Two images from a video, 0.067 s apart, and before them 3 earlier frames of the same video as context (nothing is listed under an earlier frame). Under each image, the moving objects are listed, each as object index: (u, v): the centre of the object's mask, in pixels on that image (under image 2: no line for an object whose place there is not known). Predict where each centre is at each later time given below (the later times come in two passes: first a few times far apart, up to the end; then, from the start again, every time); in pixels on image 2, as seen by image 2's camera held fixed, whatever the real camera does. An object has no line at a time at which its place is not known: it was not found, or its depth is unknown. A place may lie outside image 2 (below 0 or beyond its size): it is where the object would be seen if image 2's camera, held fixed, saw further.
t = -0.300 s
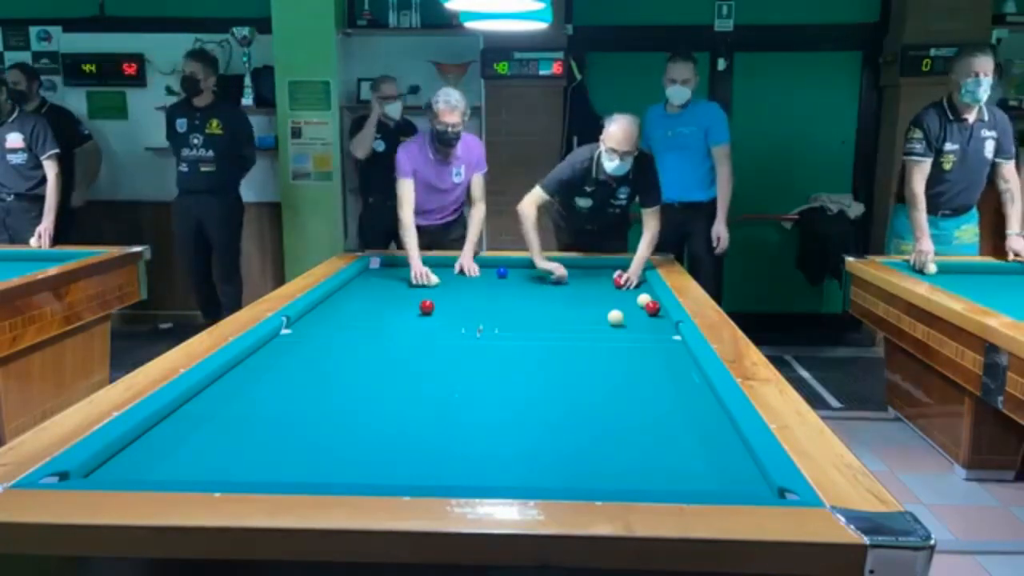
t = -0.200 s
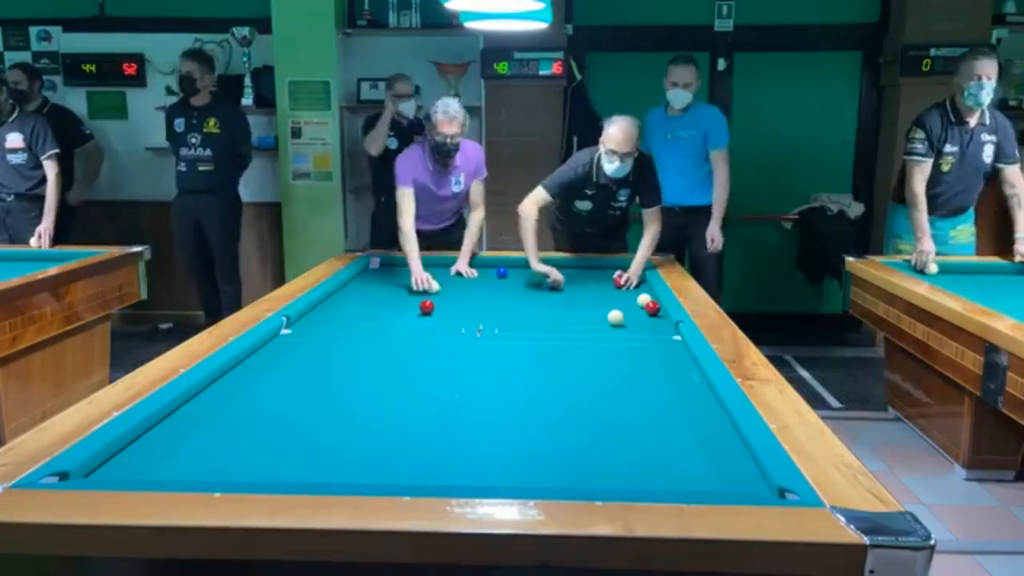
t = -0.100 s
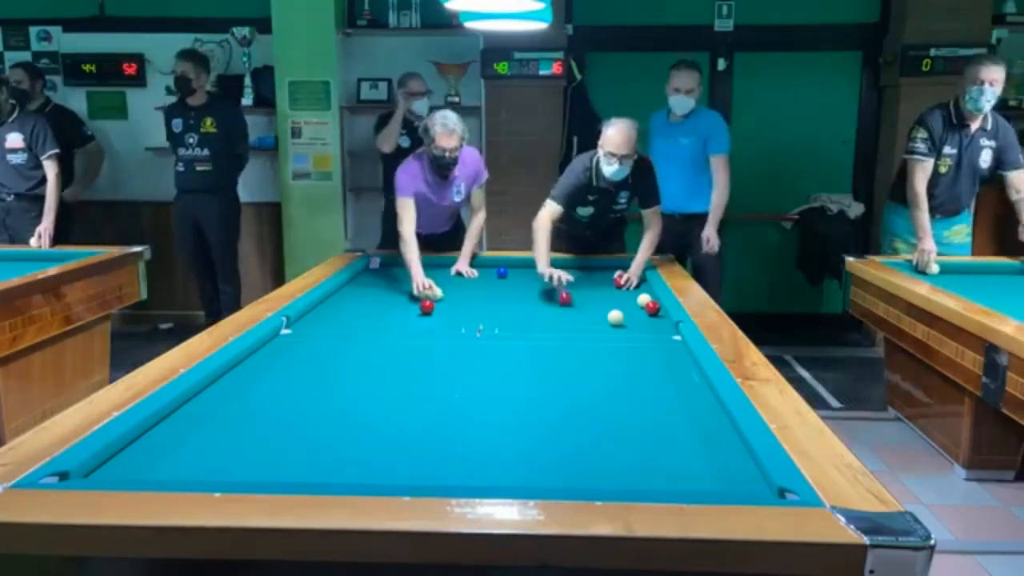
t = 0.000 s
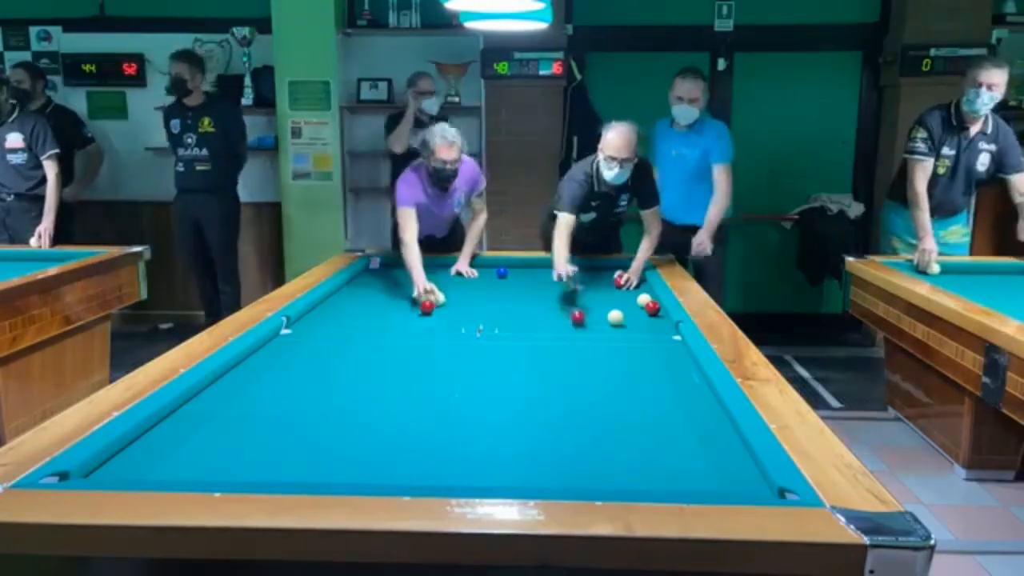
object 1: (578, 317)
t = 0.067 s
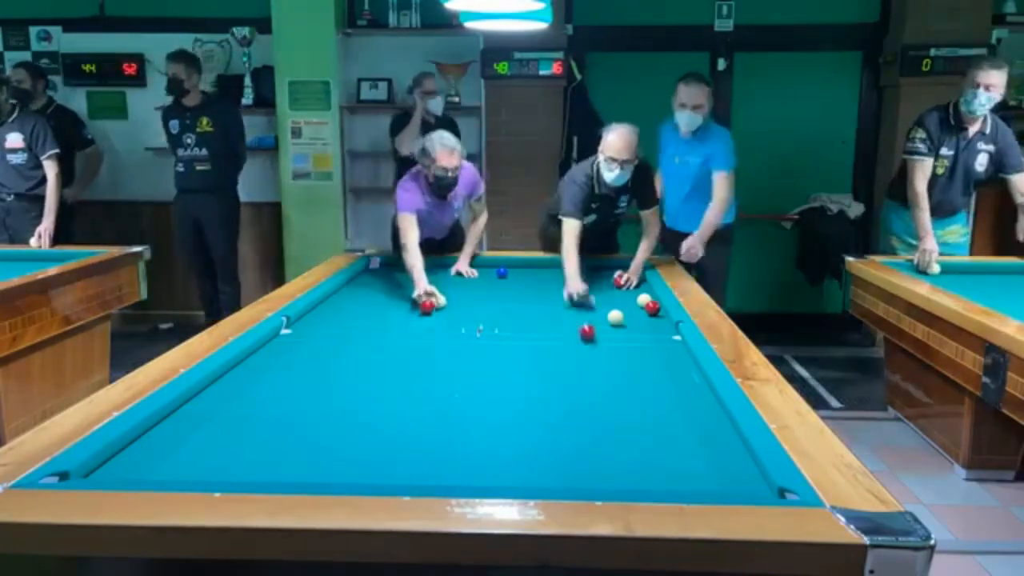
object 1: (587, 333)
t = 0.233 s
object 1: (618, 378)
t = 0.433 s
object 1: (675, 461)
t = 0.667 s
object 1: (683, 427)
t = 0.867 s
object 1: (673, 379)
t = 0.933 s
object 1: (671, 367)
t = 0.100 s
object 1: (592, 341)
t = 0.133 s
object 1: (598, 349)
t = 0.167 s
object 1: (604, 358)
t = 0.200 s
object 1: (611, 368)
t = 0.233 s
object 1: (618, 378)
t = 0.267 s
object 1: (626, 390)
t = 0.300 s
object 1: (634, 402)
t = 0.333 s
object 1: (643, 414)
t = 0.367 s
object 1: (653, 428)
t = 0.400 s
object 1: (663, 445)
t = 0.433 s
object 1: (675, 461)
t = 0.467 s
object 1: (687, 478)
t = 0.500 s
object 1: (699, 487)
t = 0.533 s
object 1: (696, 479)
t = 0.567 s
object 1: (692, 465)
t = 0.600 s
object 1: (689, 451)
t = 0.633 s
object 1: (686, 439)
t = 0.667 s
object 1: (683, 427)
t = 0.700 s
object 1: (681, 418)
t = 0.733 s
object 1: (680, 409)
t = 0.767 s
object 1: (678, 401)
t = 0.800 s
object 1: (676, 393)
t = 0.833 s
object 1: (675, 386)
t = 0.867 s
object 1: (673, 379)
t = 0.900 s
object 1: (672, 373)
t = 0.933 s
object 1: (671, 367)
